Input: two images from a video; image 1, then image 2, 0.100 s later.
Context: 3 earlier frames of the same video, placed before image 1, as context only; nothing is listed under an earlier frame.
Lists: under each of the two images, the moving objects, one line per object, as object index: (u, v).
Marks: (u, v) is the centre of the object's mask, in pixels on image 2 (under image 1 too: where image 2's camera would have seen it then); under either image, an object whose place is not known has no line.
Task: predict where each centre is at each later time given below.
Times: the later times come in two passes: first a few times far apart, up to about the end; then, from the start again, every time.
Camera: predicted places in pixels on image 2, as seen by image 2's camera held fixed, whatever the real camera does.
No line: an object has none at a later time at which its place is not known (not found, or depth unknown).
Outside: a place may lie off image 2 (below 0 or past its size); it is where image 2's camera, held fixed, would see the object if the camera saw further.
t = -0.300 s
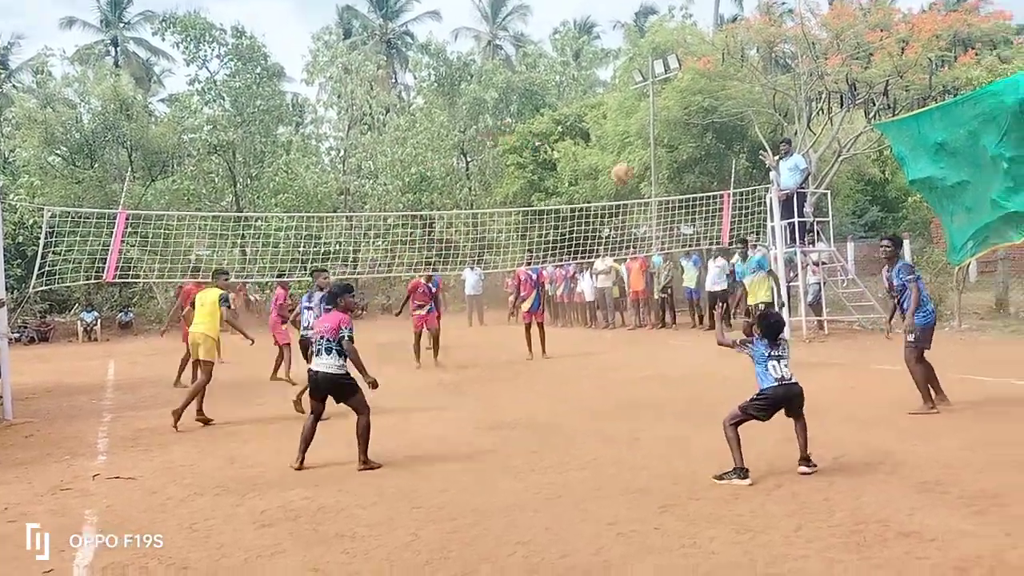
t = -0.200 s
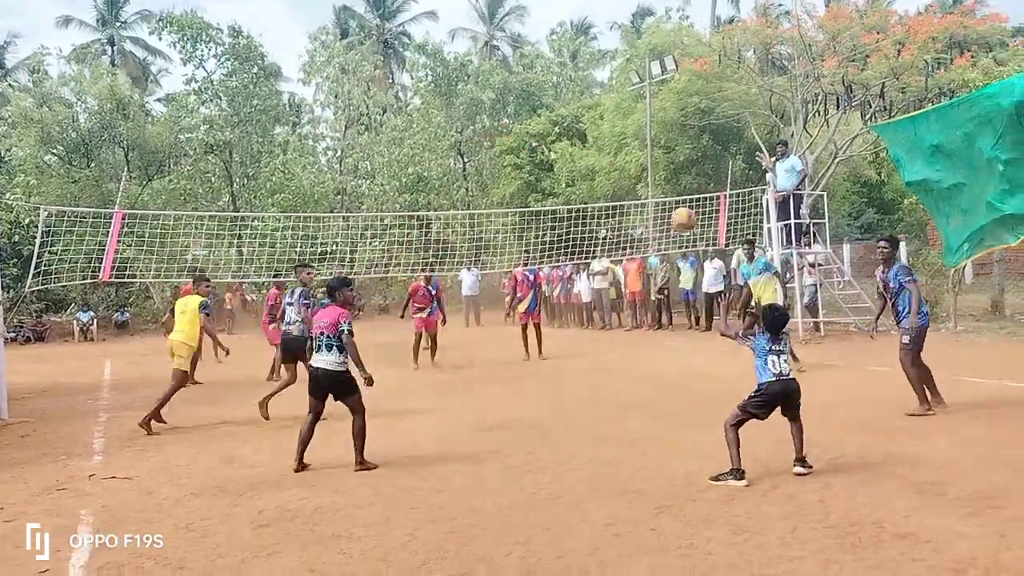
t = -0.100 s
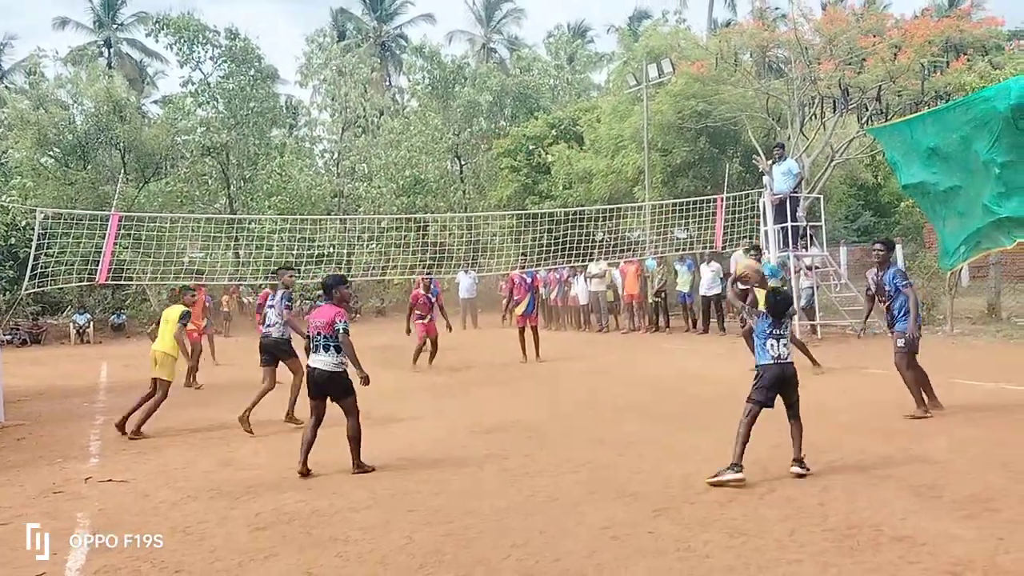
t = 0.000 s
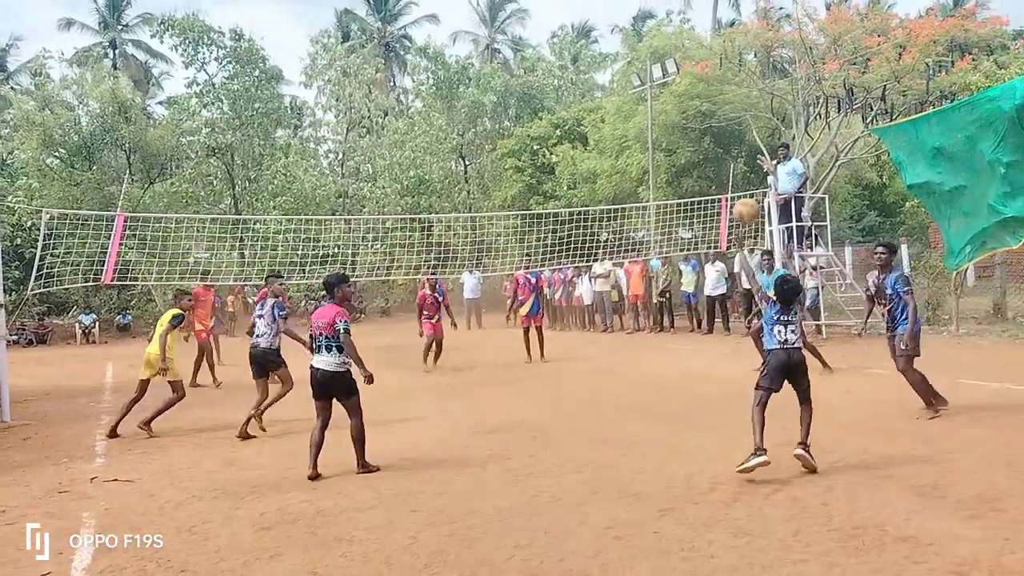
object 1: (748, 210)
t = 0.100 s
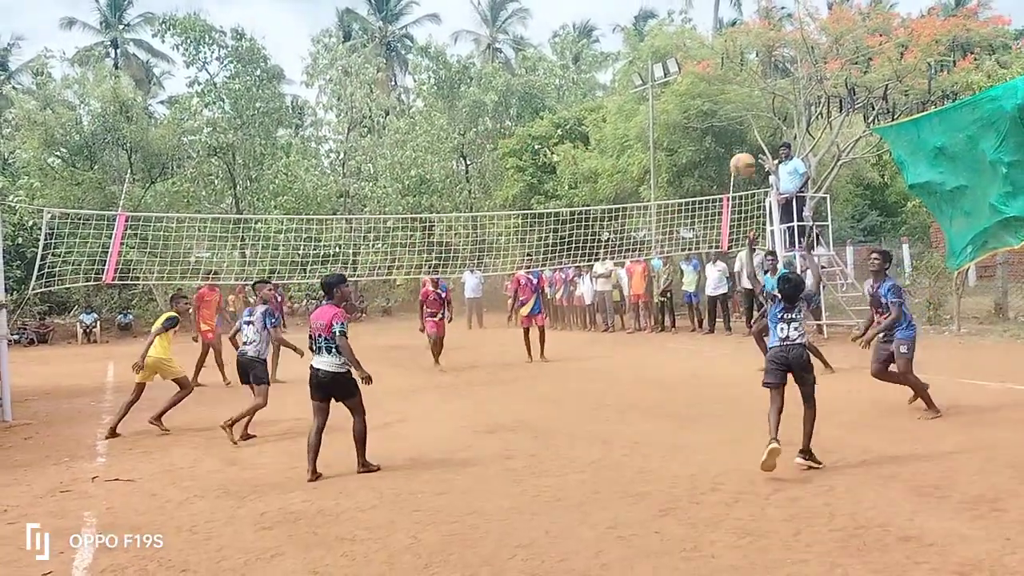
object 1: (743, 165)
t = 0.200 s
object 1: (738, 135)
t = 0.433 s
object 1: (733, 112)
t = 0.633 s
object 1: (731, 135)
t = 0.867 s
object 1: (732, 198)
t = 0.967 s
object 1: (733, 235)
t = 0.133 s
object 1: (741, 154)
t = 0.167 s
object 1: (741, 143)
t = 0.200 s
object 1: (738, 135)
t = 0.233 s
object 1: (738, 128)
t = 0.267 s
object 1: (737, 123)
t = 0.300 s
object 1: (736, 119)
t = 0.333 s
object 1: (735, 115)
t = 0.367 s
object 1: (733, 113)
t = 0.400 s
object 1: (733, 112)
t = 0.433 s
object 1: (733, 112)
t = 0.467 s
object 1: (733, 113)
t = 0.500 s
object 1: (732, 115)
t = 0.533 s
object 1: (731, 119)
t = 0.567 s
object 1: (731, 123)
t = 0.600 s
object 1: (731, 129)
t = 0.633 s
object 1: (731, 135)
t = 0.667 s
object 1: (731, 143)
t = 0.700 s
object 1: (731, 150)
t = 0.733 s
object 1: (731, 158)
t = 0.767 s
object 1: (731, 167)
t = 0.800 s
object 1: (732, 177)
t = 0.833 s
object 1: (731, 188)
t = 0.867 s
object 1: (732, 198)
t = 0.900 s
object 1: (732, 210)
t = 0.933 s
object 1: (732, 222)
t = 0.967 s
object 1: (733, 235)
